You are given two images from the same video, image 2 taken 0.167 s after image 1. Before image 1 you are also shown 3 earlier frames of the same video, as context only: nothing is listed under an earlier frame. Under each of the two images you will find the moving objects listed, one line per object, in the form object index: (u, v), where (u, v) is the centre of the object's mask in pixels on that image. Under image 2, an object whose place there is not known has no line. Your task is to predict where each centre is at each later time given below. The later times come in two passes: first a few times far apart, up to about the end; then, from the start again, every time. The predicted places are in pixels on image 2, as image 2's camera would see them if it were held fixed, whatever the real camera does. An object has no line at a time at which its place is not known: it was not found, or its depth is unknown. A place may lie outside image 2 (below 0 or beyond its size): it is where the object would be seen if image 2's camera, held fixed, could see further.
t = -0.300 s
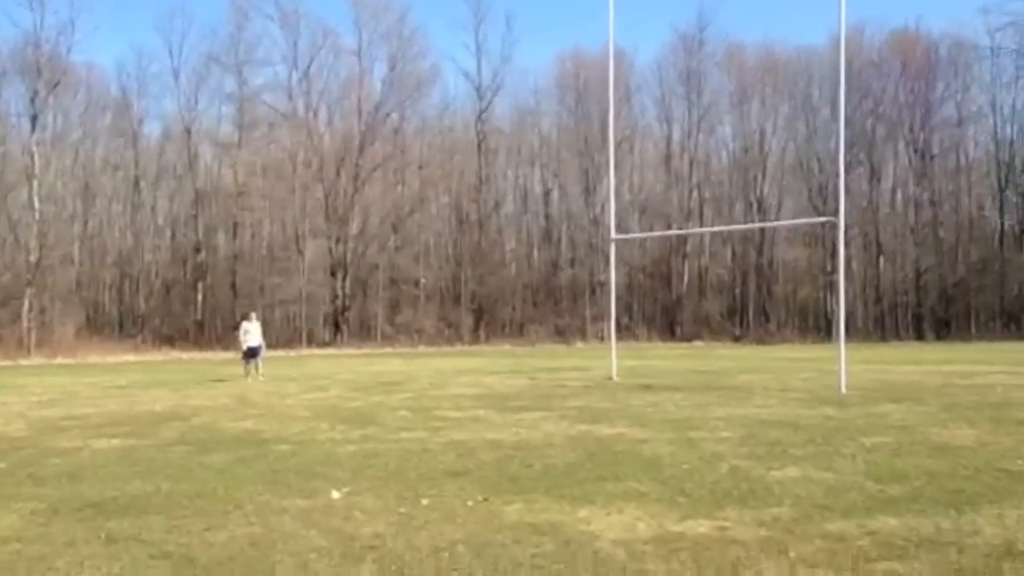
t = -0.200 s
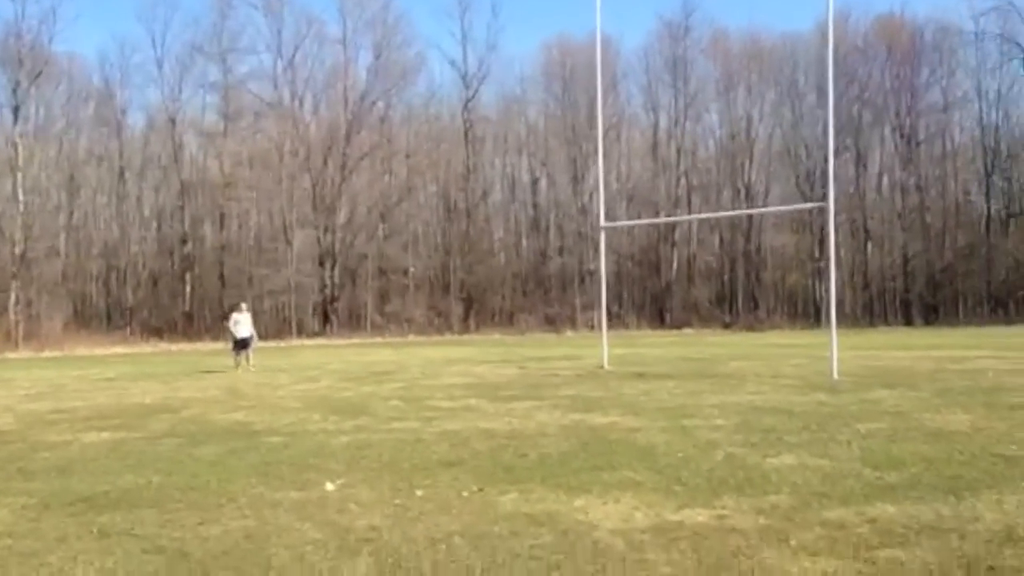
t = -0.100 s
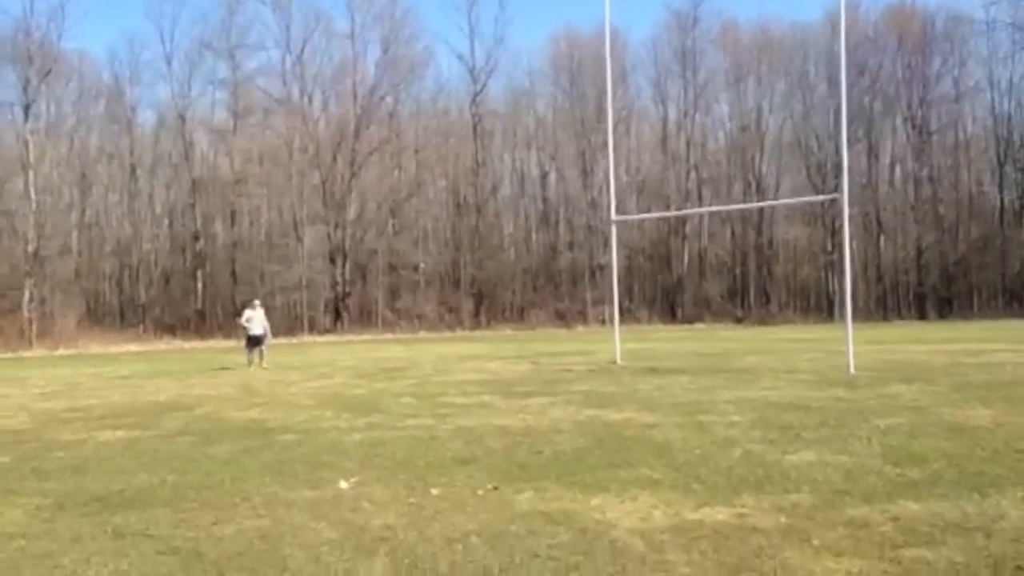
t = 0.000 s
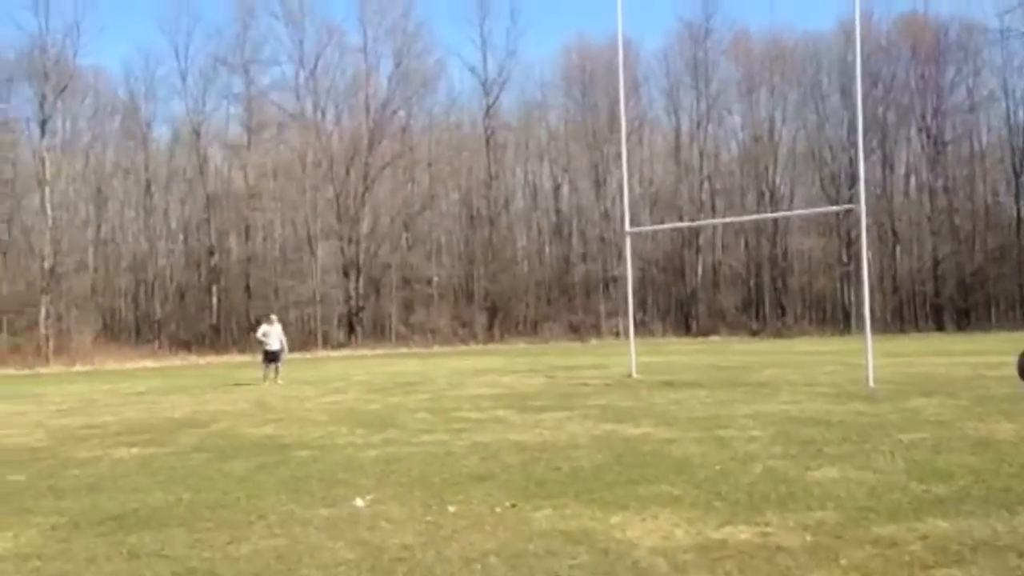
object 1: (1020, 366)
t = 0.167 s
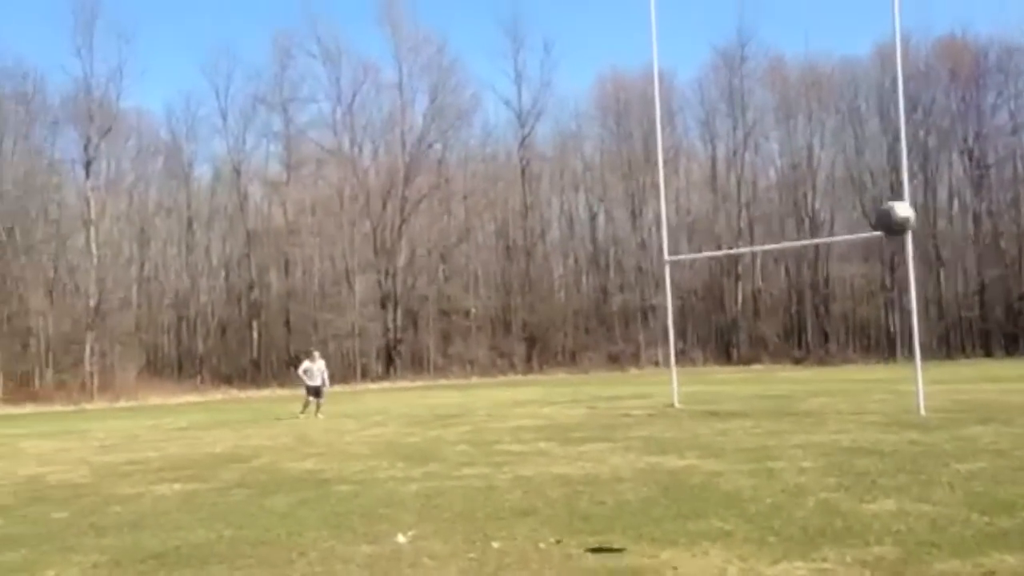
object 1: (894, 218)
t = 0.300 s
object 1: (809, 165)
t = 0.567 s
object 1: (716, 133)
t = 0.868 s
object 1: (666, 159)
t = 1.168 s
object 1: (635, 227)
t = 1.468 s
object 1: (614, 309)
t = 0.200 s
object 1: (870, 203)
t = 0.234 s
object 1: (846, 186)
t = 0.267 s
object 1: (828, 175)
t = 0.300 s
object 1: (809, 165)
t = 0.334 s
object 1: (793, 156)
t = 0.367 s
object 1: (778, 149)
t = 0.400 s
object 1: (766, 144)
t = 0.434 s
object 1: (755, 140)
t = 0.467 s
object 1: (746, 137)
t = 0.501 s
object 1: (736, 134)
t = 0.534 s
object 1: (725, 133)
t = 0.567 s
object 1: (716, 133)
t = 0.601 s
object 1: (708, 135)
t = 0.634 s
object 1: (701, 136)
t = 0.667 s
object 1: (694, 137)
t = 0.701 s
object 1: (689, 140)
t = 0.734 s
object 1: (684, 144)
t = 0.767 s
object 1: (679, 147)
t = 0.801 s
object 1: (675, 149)
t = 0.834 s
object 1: (669, 154)
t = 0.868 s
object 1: (666, 159)
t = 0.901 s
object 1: (661, 168)
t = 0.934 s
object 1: (659, 173)
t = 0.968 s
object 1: (655, 180)
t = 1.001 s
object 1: (651, 187)
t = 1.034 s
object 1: (649, 195)
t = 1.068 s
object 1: (646, 202)
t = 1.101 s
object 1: (642, 210)
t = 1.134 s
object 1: (638, 218)
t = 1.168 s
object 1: (635, 227)
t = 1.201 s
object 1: (633, 236)
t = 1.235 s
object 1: (630, 244)
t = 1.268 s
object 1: (627, 253)
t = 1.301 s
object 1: (626, 261)
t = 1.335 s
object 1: (623, 270)
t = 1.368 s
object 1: (622, 280)
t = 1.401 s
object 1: (618, 289)
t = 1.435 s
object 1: (616, 299)
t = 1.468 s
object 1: (614, 309)
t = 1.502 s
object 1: (614, 320)
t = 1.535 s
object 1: (611, 331)
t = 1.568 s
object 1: (609, 341)
